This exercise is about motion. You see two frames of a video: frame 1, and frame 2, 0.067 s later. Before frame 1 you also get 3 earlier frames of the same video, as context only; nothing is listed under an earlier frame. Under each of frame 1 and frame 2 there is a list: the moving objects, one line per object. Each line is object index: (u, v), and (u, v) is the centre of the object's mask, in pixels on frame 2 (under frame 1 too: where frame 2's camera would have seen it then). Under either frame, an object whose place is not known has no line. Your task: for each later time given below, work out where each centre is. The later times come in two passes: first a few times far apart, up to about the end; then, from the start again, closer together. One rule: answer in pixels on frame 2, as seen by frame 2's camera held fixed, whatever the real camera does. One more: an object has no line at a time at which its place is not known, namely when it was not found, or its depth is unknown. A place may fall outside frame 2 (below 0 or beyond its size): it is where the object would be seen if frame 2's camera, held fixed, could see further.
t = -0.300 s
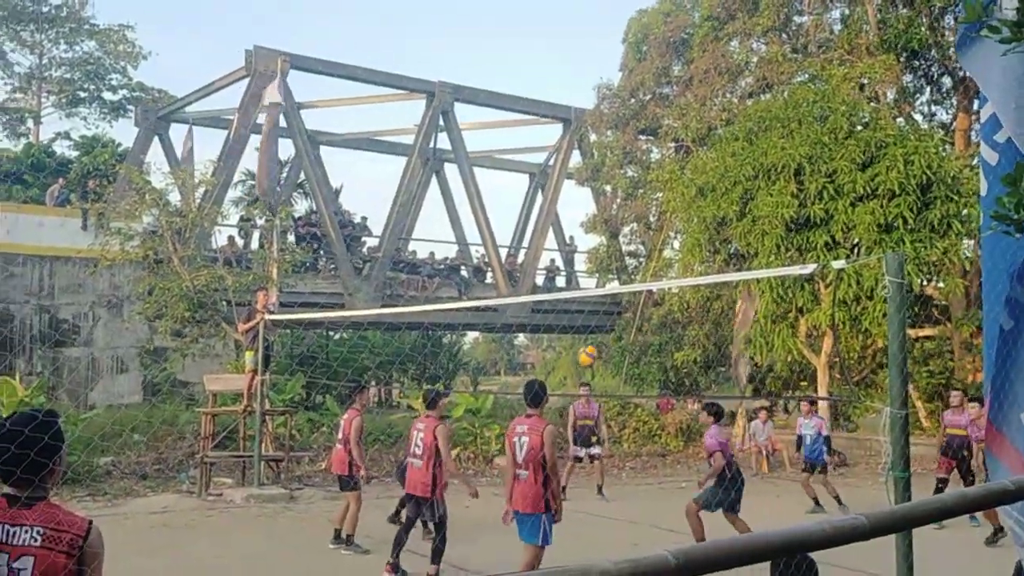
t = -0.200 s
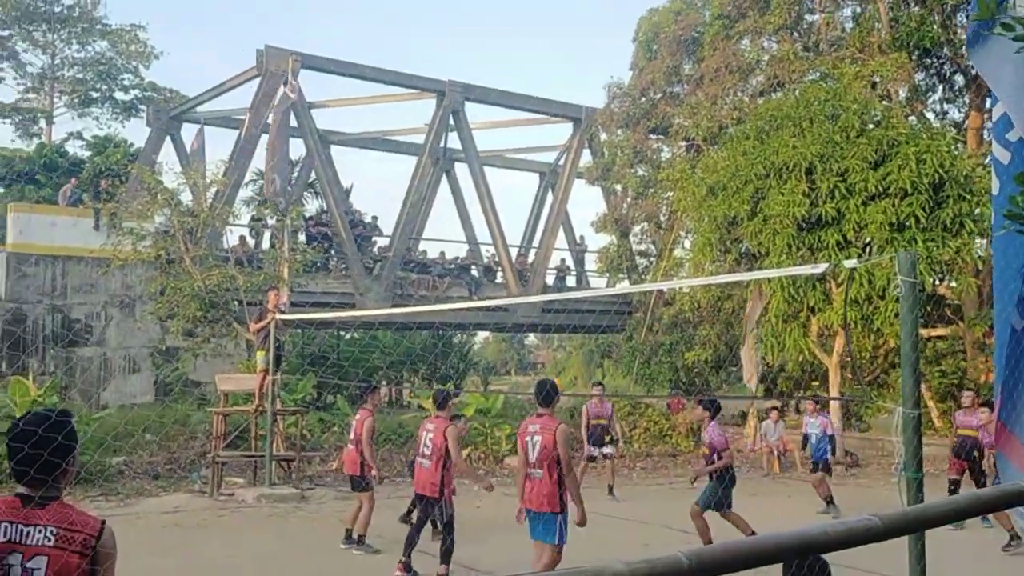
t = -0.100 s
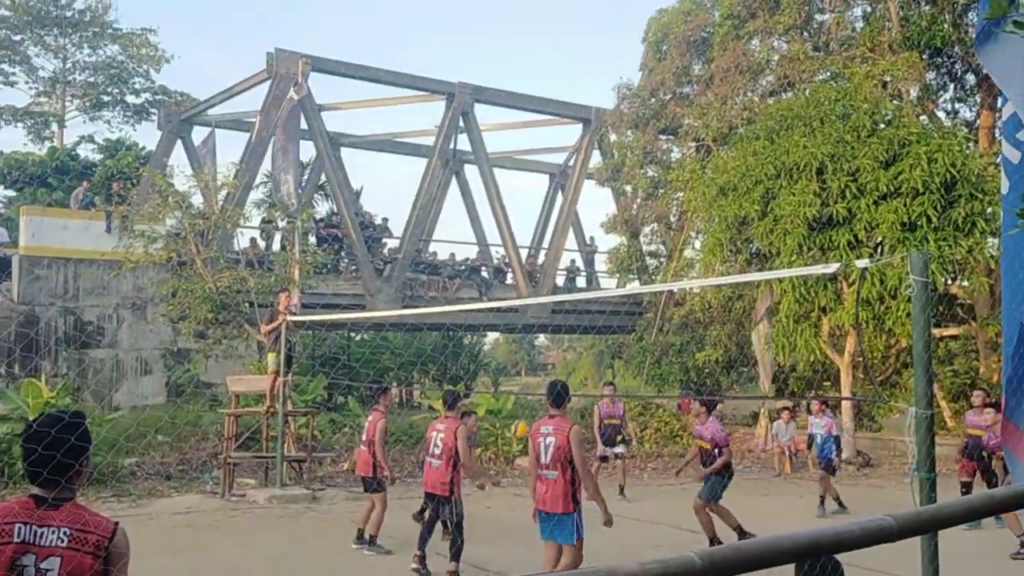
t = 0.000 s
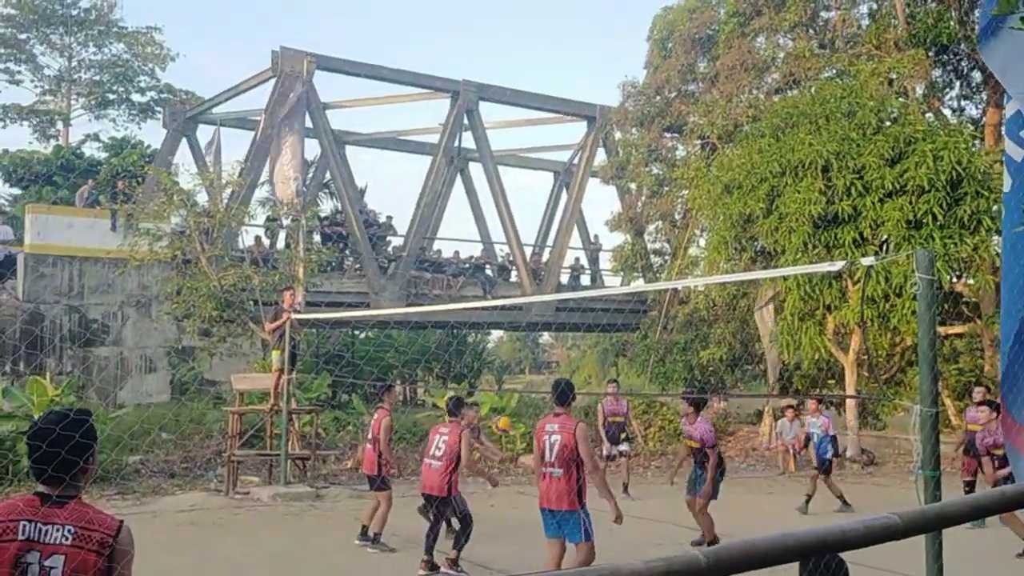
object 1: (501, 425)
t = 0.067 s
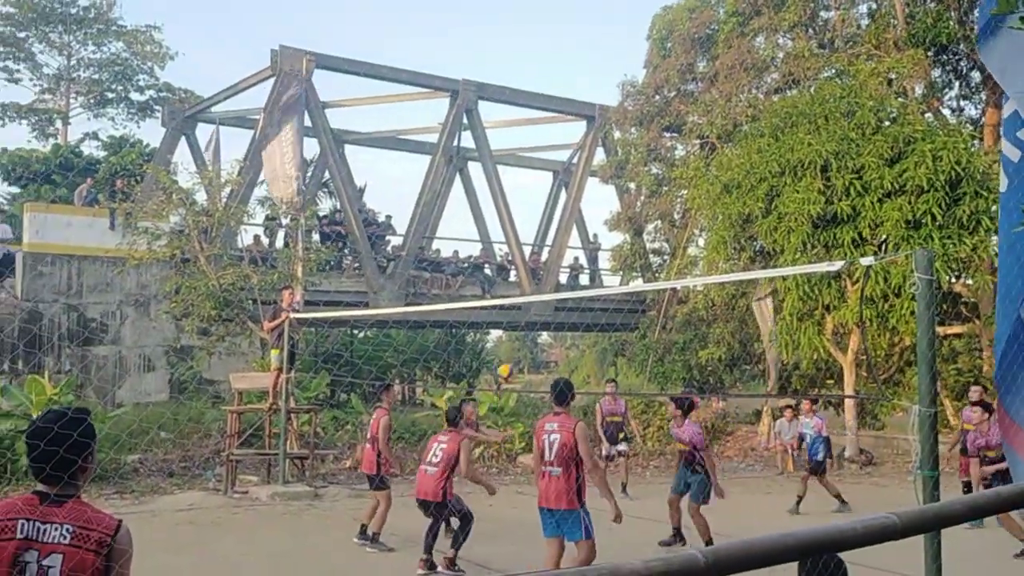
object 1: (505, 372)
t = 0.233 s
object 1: (519, 262)
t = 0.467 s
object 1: (536, 146)
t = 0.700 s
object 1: (550, 76)
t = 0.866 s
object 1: (565, 55)
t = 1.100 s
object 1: (579, 88)
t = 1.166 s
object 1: (580, 107)
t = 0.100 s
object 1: (506, 349)
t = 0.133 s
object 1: (511, 325)
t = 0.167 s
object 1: (514, 305)
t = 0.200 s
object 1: (516, 283)
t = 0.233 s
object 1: (519, 262)
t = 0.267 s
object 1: (522, 243)
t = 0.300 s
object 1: (524, 225)
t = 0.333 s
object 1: (526, 207)
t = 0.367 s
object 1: (529, 191)
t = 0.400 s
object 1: (532, 175)
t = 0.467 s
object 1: (536, 146)
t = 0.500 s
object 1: (538, 133)
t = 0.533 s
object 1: (539, 122)
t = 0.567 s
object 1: (541, 111)
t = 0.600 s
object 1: (542, 100)
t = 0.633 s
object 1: (546, 91)
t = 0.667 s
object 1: (548, 84)
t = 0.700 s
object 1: (550, 76)
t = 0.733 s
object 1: (555, 65)
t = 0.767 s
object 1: (555, 62)
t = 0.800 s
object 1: (559, 59)
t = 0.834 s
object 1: (562, 55)
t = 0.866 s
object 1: (565, 55)
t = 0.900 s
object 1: (567, 57)
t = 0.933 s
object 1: (569, 59)
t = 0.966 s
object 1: (571, 63)
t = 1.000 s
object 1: (573, 67)
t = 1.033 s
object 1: (576, 73)
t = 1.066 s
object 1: (577, 80)
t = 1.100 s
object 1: (579, 88)
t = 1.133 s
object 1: (581, 96)
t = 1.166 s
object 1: (580, 107)
